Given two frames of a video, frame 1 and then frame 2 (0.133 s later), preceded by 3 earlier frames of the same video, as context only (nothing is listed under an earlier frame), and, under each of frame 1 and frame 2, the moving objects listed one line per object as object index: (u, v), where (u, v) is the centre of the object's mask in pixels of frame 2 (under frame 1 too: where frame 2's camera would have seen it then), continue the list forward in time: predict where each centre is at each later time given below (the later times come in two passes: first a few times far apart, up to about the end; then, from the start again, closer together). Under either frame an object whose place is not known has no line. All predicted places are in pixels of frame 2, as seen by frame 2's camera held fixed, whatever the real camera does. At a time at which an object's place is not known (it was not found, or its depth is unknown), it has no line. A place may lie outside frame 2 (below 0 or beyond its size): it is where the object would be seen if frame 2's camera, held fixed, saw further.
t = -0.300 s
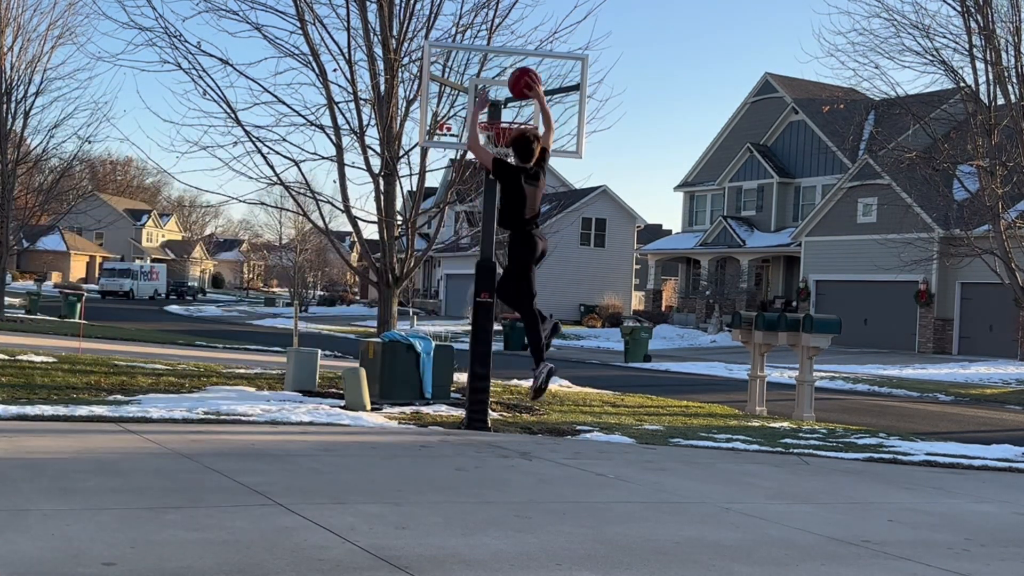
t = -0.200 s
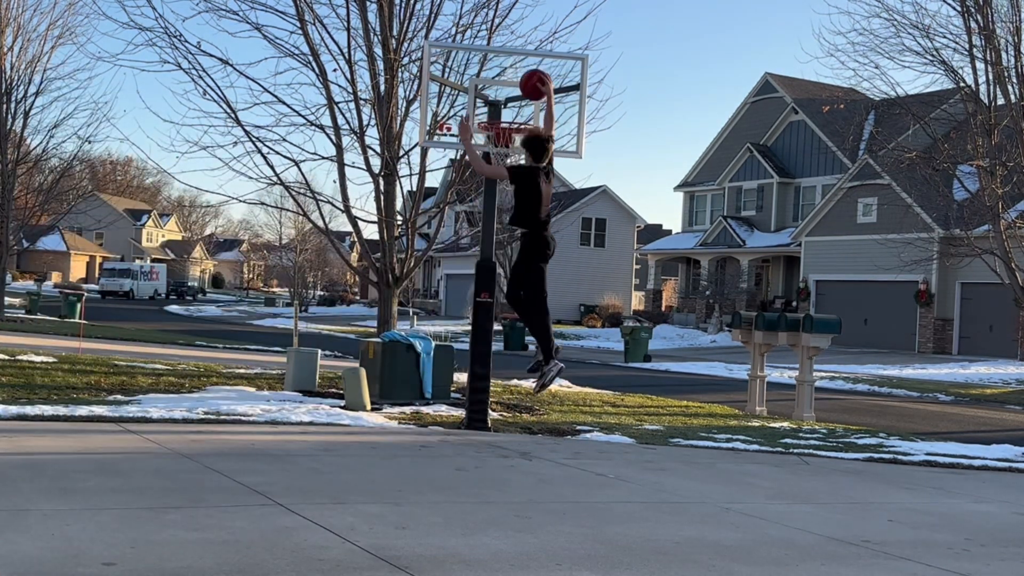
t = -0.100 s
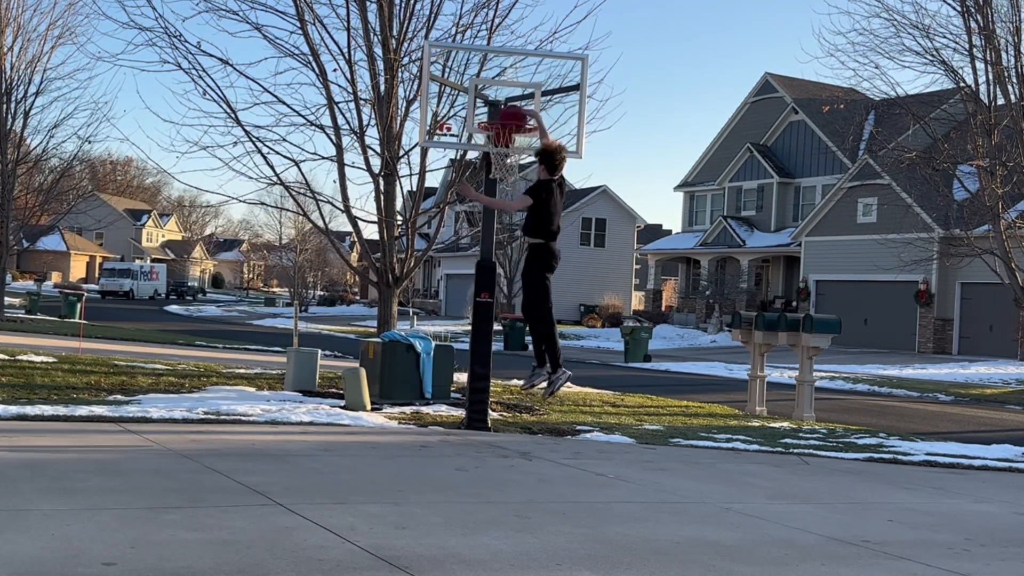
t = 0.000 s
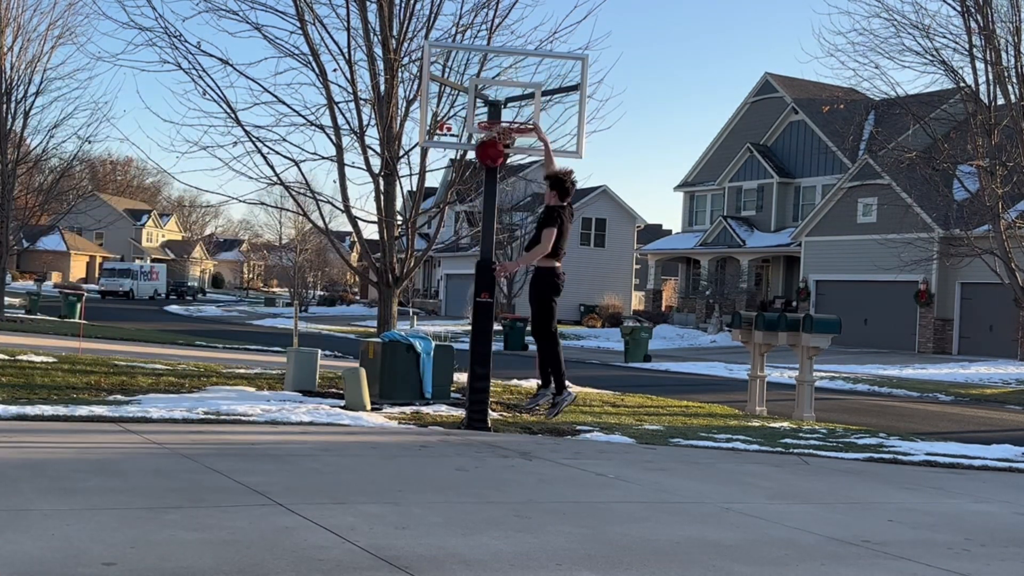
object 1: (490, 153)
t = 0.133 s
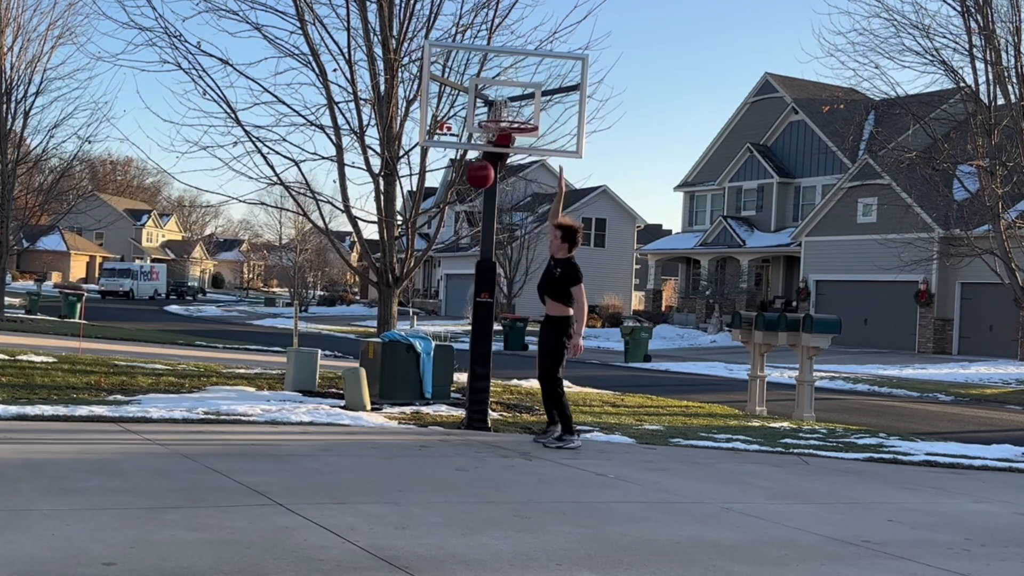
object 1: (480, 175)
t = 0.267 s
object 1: (468, 217)
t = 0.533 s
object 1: (442, 365)
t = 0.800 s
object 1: (452, 336)
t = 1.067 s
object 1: (477, 277)
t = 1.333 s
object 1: (497, 309)
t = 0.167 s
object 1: (478, 183)
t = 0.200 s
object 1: (474, 193)
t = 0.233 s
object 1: (472, 205)
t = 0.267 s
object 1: (468, 217)
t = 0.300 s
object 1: (465, 231)
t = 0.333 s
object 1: (462, 247)
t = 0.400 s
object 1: (456, 281)
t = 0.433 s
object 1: (452, 300)
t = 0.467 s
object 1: (449, 321)
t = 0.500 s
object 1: (446, 342)
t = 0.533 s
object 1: (442, 365)
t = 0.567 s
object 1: (438, 390)
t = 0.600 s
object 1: (434, 415)
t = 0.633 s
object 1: (435, 414)
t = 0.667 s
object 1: (439, 396)
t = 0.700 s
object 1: (443, 379)
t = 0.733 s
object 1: (446, 363)
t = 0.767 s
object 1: (449, 349)
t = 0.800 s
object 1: (452, 336)
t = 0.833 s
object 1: (456, 324)
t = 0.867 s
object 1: (459, 313)
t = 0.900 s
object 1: (462, 304)
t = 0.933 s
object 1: (465, 296)
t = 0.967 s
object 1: (469, 289)
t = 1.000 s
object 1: (471, 284)
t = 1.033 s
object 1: (475, 280)
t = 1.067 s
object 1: (477, 277)
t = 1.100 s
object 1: (480, 276)
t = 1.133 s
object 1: (483, 276)
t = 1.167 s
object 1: (485, 278)
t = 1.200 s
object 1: (488, 281)
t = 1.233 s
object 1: (491, 286)
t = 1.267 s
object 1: (493, 292)
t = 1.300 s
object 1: (495, 299)
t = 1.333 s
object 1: (497, 309)
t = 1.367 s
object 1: (500, 319)
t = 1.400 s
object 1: (502, 331)
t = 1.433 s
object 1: (504, 345)
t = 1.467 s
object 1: (506, 360)
